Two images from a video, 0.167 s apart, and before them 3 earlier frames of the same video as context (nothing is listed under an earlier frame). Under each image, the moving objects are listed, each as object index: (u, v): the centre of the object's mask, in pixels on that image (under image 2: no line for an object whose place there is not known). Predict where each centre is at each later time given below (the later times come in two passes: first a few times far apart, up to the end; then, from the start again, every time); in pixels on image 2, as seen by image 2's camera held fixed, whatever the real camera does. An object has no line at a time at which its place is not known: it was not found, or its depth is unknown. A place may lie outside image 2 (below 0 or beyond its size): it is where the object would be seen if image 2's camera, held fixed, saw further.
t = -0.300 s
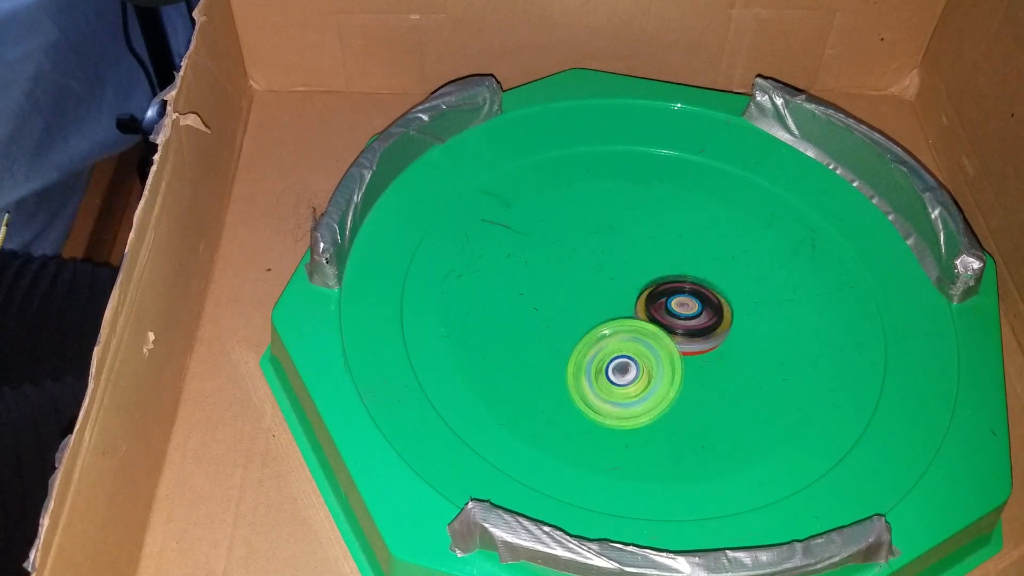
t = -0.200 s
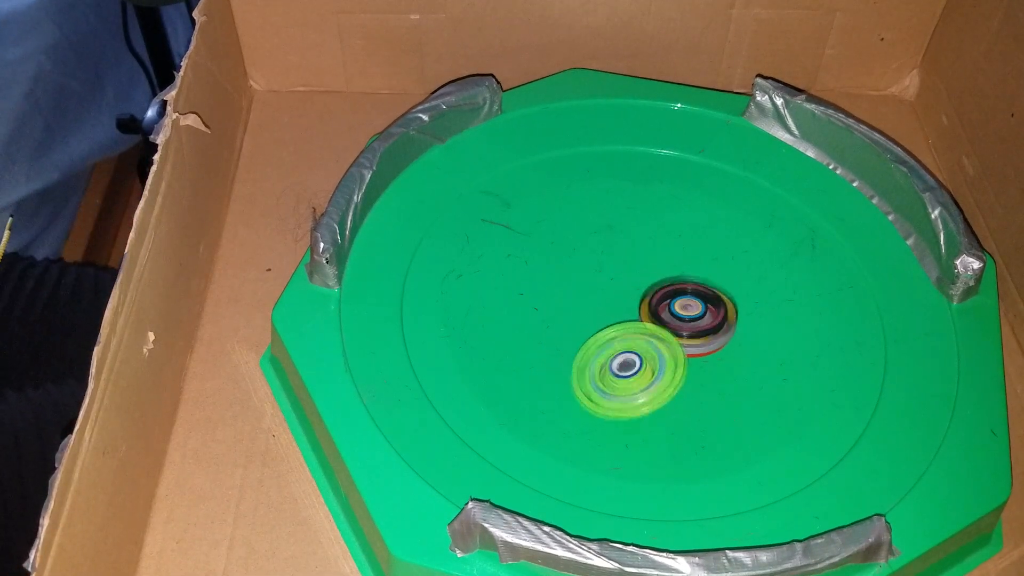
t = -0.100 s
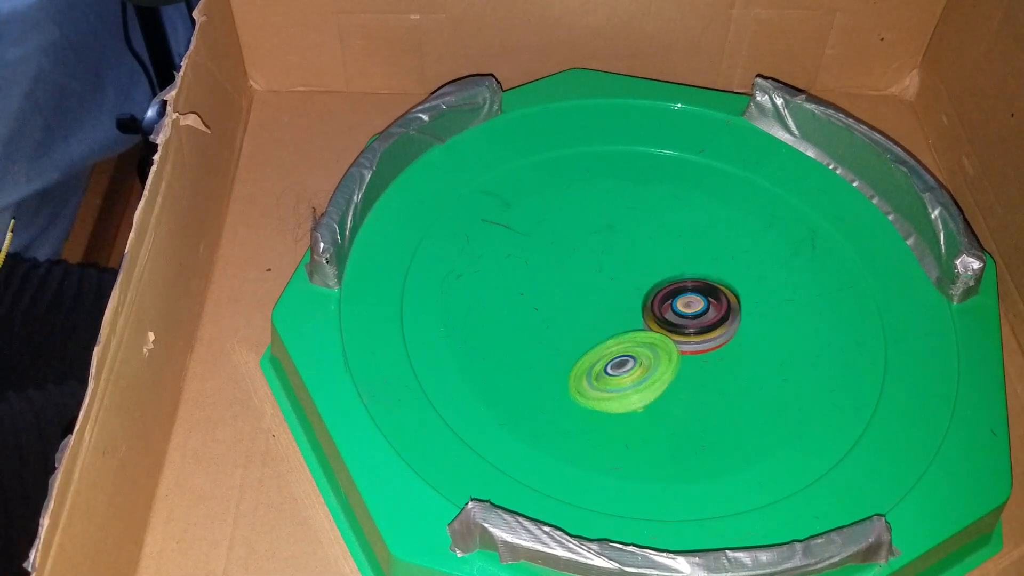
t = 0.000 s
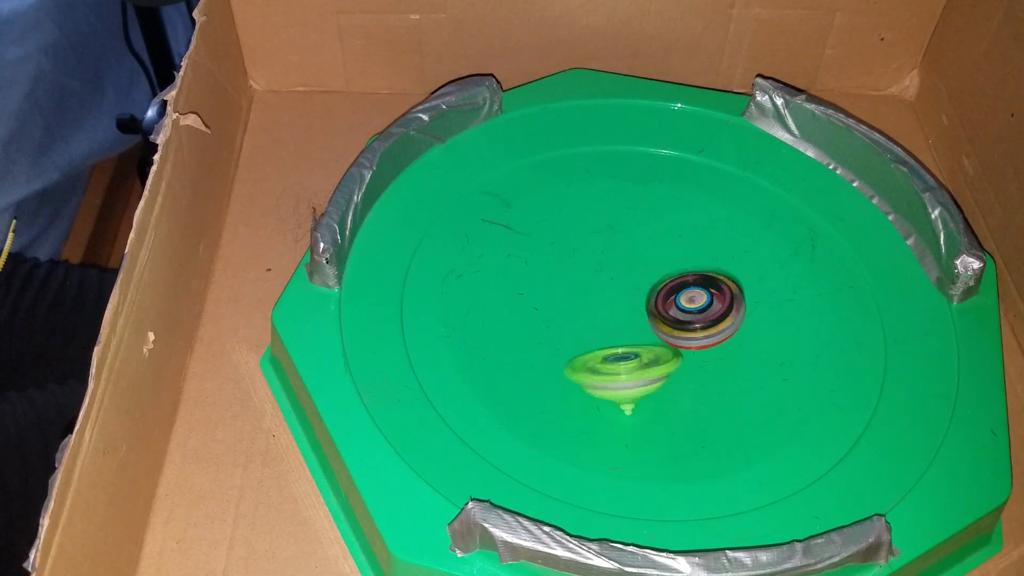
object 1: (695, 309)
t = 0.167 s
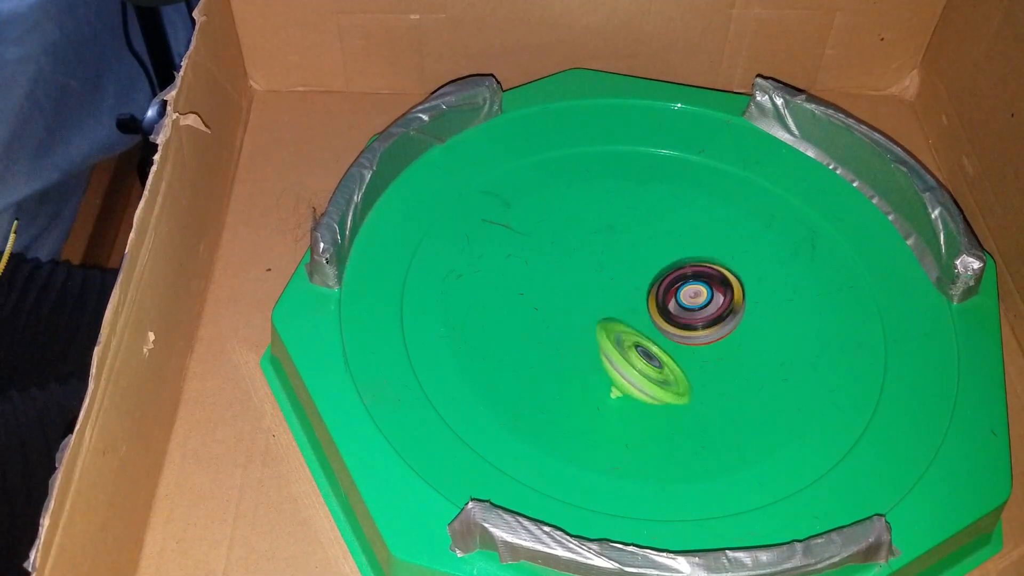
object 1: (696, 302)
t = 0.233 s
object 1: (694, 299)
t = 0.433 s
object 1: (693, 283)
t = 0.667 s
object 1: (684, 276)
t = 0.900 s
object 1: (698, 283)
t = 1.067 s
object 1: (700, 293)
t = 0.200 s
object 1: (695, 301)
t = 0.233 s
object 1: (694, 299)
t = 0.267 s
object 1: (693, 295)
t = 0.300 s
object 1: (695, 291)
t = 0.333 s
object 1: (693, 288)
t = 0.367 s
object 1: (690, 288)
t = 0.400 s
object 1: (689, 287)
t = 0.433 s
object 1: (693, 283)
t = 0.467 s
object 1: (694, 279)
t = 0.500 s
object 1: (691, 278)
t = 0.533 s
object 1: (690, 278)
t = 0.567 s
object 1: (688, 278)
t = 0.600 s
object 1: (686, 279)
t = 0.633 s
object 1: (685, 277)
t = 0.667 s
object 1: (684, 276)
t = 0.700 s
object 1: (681, 276)
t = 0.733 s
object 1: (680, 278)
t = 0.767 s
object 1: (679, 279)
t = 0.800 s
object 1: (690, 279)
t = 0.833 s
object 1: (697, 280)
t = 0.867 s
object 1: (699, 281)
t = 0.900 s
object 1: (698, 283)
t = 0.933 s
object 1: (699, 285)
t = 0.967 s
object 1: (700, 287)
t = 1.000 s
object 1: (699, 288)
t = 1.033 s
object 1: (699, 290)
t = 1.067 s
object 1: (700, 293)
